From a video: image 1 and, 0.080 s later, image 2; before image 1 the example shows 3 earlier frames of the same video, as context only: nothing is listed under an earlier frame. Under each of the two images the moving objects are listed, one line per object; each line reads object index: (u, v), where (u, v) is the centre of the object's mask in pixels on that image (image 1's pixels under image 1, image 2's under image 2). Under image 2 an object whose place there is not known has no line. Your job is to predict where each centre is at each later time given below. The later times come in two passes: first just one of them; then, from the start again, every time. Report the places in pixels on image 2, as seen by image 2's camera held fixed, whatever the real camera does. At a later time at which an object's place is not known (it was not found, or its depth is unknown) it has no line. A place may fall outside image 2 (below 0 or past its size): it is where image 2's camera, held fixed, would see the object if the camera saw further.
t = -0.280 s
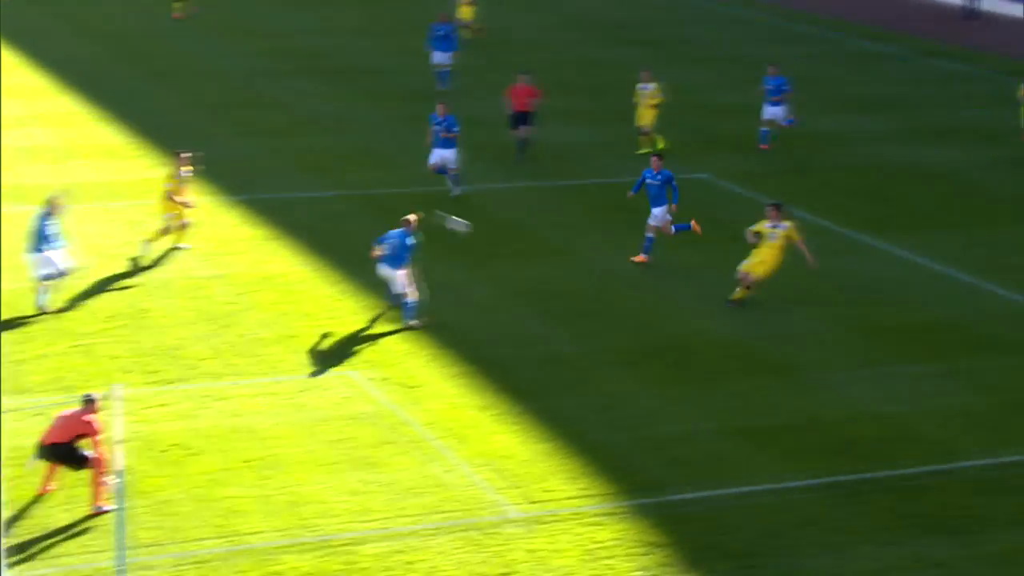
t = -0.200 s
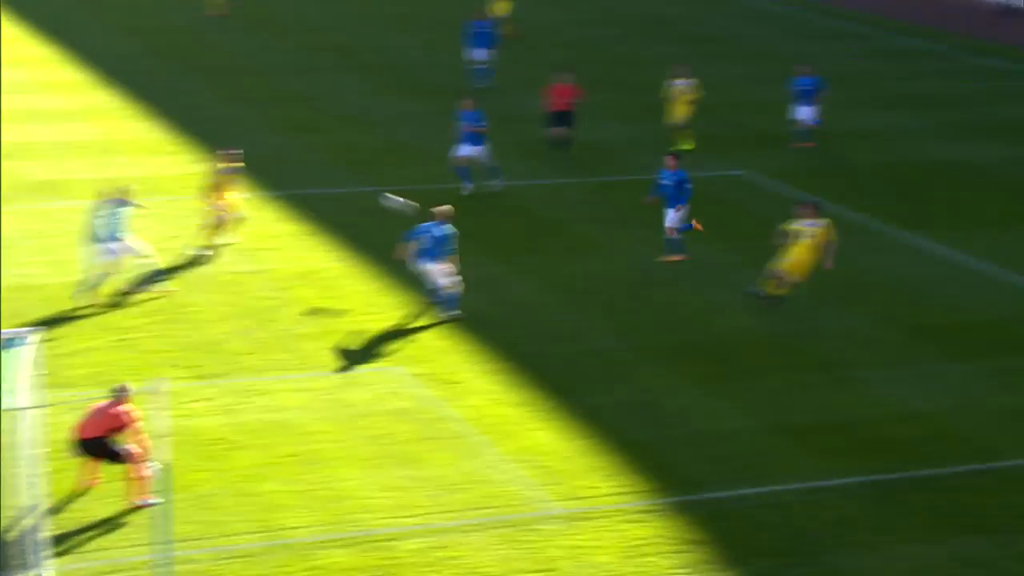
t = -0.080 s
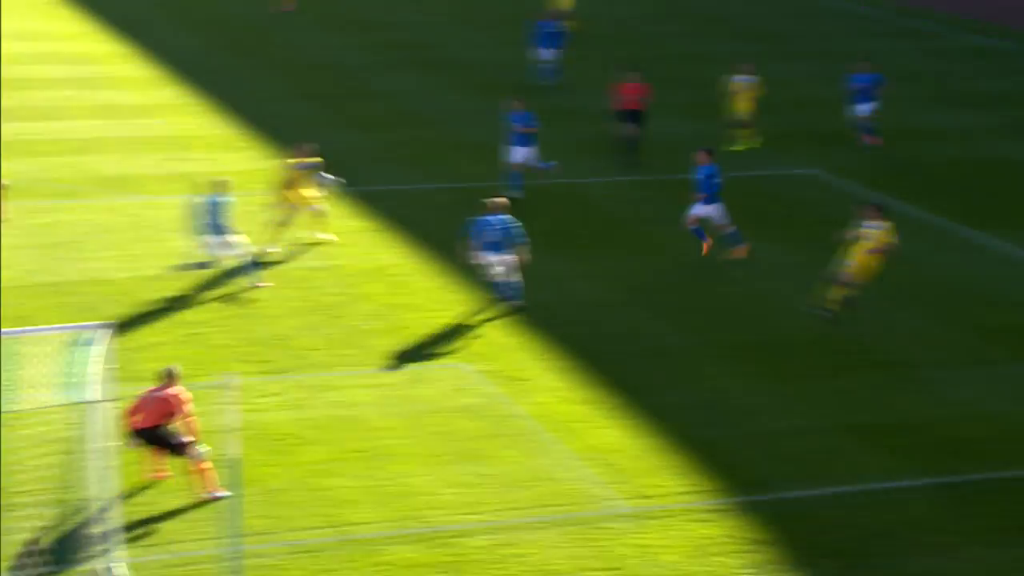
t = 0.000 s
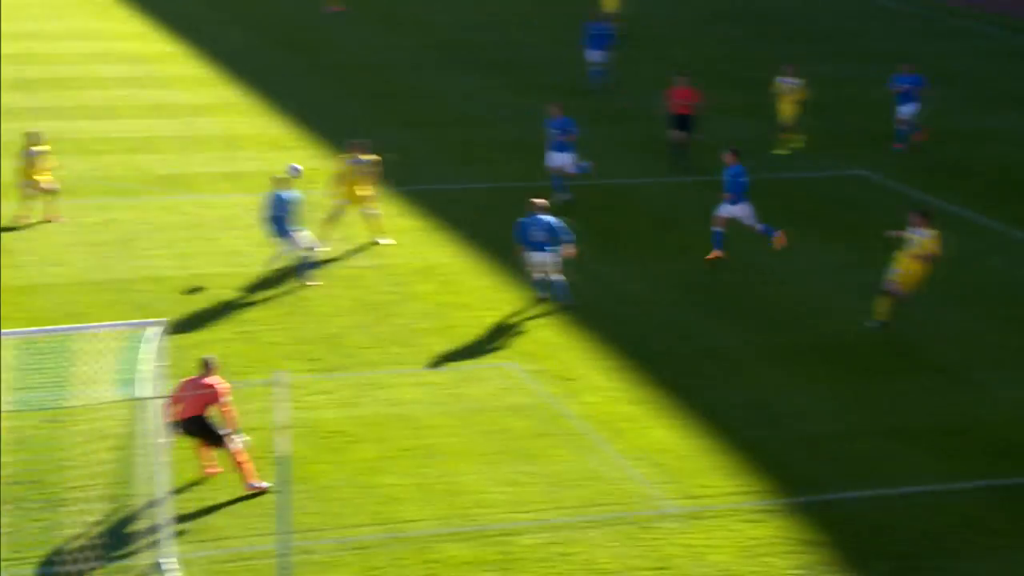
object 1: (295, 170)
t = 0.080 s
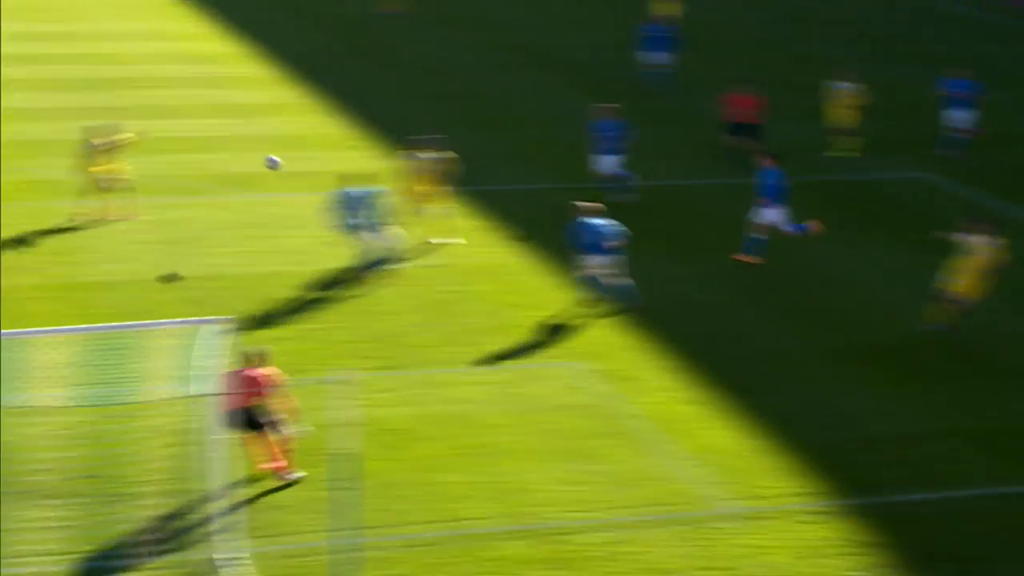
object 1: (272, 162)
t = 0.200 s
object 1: (158, 156)
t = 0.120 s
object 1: (239, 160)
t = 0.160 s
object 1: (197, 158)
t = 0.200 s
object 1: (158, 156)
